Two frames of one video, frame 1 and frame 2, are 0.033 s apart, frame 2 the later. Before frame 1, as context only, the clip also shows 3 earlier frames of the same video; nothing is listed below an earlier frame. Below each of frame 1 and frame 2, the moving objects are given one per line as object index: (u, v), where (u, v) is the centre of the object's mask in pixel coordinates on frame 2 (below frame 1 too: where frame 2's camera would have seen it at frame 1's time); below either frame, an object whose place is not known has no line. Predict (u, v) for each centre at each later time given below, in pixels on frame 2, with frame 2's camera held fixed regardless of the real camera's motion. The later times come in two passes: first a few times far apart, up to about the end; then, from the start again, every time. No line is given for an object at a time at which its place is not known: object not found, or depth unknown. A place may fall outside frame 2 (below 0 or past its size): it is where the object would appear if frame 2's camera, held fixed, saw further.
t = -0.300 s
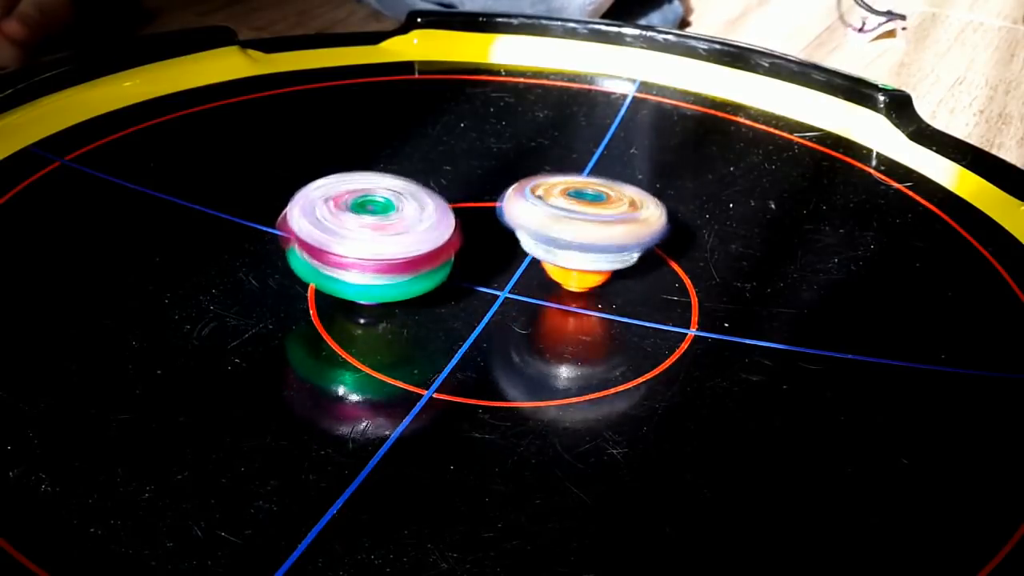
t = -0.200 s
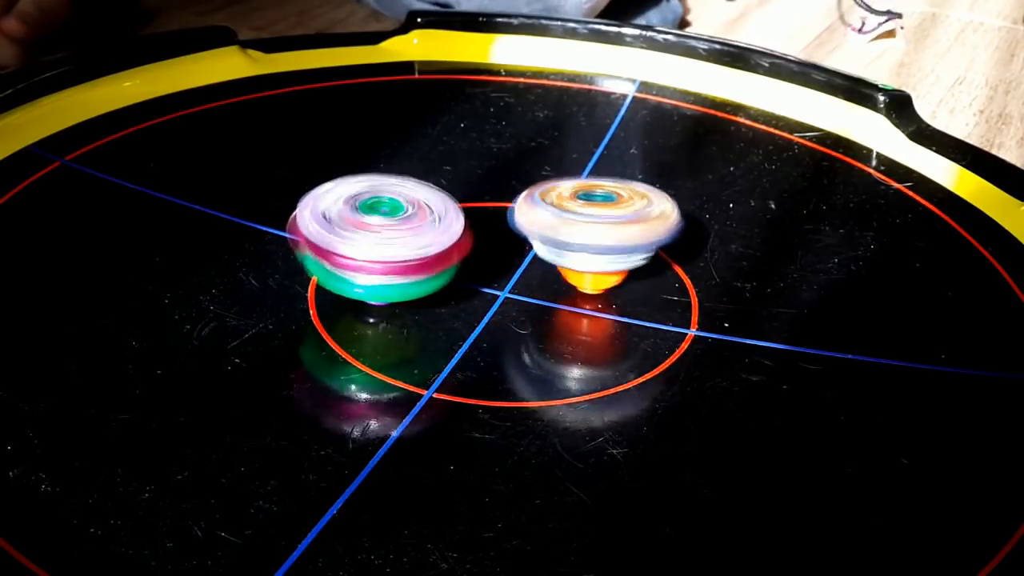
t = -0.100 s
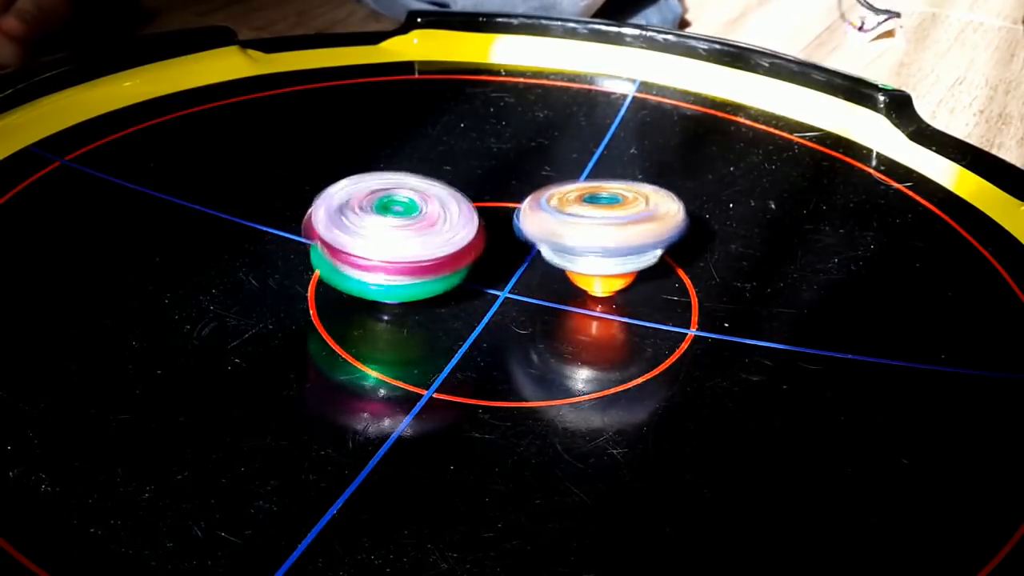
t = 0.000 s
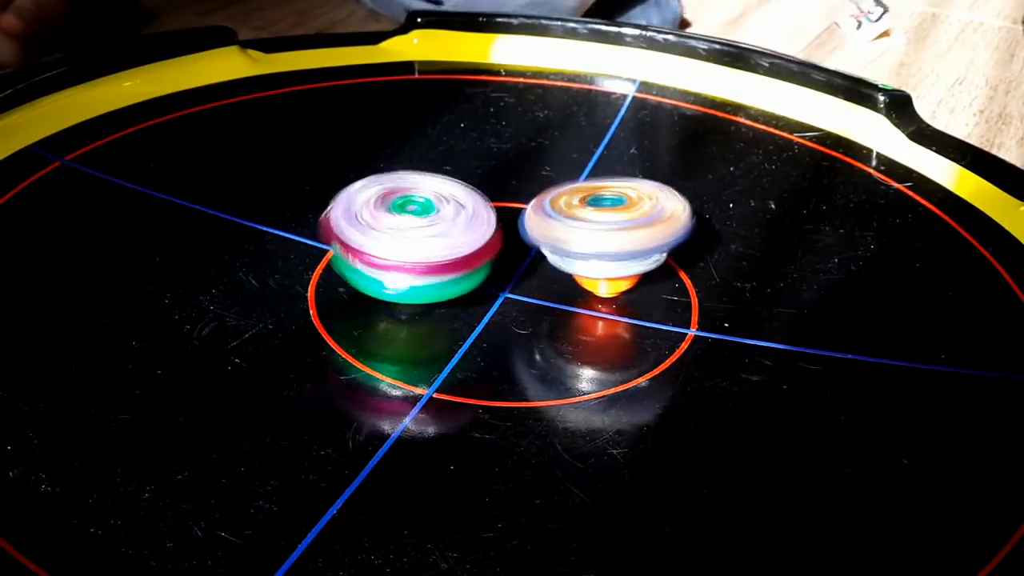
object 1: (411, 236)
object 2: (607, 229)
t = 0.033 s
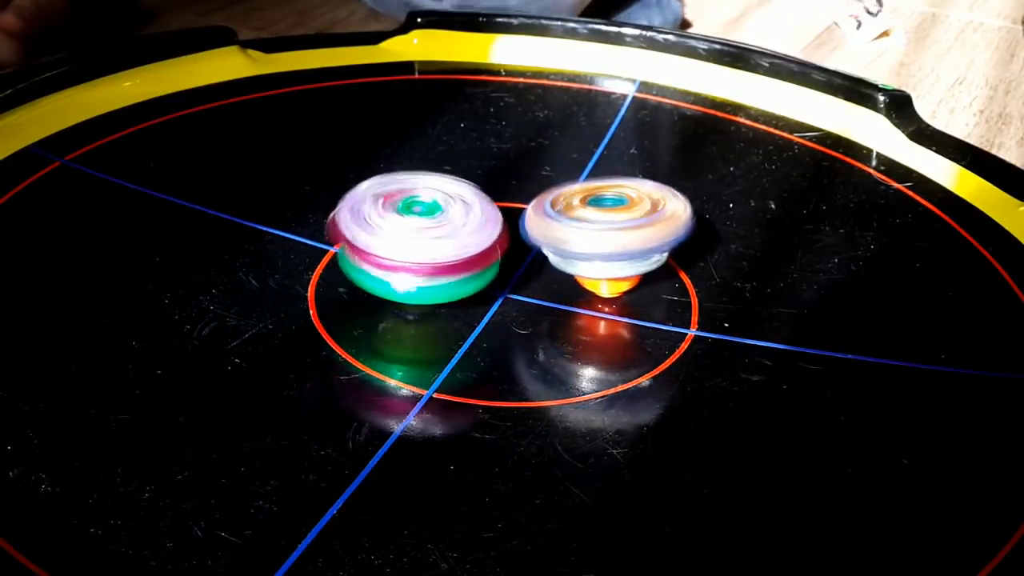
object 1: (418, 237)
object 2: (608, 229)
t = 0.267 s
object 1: (439, 247)
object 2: (630, 220)
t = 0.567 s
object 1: (461, 255)
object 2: (615, 211)
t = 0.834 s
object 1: (430, 280)
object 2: (601, 196)
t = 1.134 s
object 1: (412, 275)
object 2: (561, 210)
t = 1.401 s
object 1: (421, 272)
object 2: (558, 211)
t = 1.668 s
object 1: (414, 281)
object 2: (604, 205)
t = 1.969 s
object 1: (451, 275)
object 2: (601, 202)
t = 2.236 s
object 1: (505, 276)
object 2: (584, 189)
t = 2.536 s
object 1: (534, 301)
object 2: (544, 191)
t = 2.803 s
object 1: (539, 331)
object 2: (535, 192)
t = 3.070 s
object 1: (515, 350)
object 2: (534, 185)
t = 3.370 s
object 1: (489, 323)
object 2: (534, 189)
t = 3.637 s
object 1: (517, 295)
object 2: (524, 183)
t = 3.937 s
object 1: (579, 309)
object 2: (510, 164)
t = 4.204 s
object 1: (596, 310)
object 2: (504, 169)
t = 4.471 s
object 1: (597, 305)
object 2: (508, 185)
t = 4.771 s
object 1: (608, 284)
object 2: (530, 193)
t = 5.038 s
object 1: (639, 278)
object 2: (542, 183)
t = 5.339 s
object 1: (645, 275)
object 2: (537, 178)
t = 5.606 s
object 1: (634, 261)
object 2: (524, 183)
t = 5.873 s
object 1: (708, 312)
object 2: (471, 160)
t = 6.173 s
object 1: (663, 338)
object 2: (482, 171)
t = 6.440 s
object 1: (583, 311)
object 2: (502, 174)
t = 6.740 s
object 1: (561, 248)
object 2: (513, 156)
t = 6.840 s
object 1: (576, 247)
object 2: (512, 154)
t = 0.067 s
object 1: (426, 238)
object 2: (608, 229)
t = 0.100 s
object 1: (432, 238)
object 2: (610, 228)
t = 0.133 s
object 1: (436, 239)
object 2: (615, 227)
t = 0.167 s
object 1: (434, 242)
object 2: (623, 225)
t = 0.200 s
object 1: (434, 244)
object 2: (628, 223)
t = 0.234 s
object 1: (436, 246)
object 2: (630, 221)
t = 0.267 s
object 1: (439, 247)
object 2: (630, 220)
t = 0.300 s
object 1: (442, 248)
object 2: (630, 219)
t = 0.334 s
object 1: (444, 249)
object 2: (629, 218)
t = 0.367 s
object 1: (446, 250)
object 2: (628, 216)
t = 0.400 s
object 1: (447, 251)
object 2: (627, 215)
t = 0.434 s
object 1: (448, 252)
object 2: (625, 214)
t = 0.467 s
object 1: (452, 252)
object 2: (622, 213)
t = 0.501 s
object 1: (455, 253)
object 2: (620, 213)
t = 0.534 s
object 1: (458, 254)
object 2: (617, 212)
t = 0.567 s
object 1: (461, 255)
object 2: (615, 211)
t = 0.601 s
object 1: (460, 256)
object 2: (613, 210)
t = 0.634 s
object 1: (448, 263)
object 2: (619, 204)
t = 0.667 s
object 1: (443, 268)
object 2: (621, 200)
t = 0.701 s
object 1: (441, 272)
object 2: (619, 197)
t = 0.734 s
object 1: (438, 275)
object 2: (615, 196)
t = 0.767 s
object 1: (436, 277)
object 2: (611, 195)
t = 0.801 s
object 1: (433, 278)
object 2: (606, 196)
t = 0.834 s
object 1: (430, 280)
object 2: (601, 196)
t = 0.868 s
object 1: (425, 280)
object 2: (597, 197)
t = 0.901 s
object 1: (422, 280)
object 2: (592, 198)
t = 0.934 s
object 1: (420, 281)
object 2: (587, 199)
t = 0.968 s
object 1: (418, 281)
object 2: (582, 200)
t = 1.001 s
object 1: (416, 280)
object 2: (577, 202)
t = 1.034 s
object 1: (414, 279)
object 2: (572, 204)
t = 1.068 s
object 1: (414, 278)
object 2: (569, 206)
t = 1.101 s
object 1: (413, 277)
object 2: (565, 208)
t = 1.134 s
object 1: (412, 275)
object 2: (561, 210)
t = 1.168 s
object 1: (411, 273)
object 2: (557, 212)
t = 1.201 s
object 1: (413, 272)
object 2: (554, 214)
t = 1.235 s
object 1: (411, 272)
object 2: (555, 214)
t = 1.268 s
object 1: (407, 275)
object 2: (558, 211)
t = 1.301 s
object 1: (408, 276)
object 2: (560, 209)
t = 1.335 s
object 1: (414, 275)
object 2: (559, 209)
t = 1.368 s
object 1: (418, 274)
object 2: (558, 210)
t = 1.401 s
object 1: (421, 272)
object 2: (558, 211)
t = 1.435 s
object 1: (425, 271)
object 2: (559, 212)
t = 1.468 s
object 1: (423, 273)
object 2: (565, 211)
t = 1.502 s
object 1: (413, 277)
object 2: (579, 211)
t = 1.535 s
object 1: (409, 280)
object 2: (589, 208)
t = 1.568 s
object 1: (411, 281)
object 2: (595, 207)
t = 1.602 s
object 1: (412, 281)
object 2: (599, 206)
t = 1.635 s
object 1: (412, 281)
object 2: (602, 205)
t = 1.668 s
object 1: (414, 281)
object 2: (604, 205)
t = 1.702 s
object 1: (417, 280)
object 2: (606, 204)
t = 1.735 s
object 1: (419, 280)
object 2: (607, 204)
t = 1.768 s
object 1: (422, 279)
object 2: (607, 204)
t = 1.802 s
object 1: (427, 279)
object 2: (607, 204)
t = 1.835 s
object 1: (430, 277)
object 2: (607, 204)
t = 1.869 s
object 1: (434, 277)
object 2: (606, 203)
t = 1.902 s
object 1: (440, 276)
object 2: (605, 203)
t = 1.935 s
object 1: (445, 275)
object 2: (603, 202)
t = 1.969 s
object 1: (451, 275)
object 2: (601, 202)
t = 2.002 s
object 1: (458, 274)
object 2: (599, 201)
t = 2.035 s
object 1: (463, 273)
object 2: (598, 201)
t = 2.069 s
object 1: (471, 273)
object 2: (596, 200)
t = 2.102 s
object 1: (479, 271)
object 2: (594, 198)
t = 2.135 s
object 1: (485, 271)
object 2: (592, 196)
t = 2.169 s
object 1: (492, 274)
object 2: (590, 194)
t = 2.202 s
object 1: (500, 275)
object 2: (588, 191)
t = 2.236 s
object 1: (505, 276)
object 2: (584, 189)
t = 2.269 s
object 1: (510, 277)
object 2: (579, 187)
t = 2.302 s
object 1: (512, 281)
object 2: (575, 186)
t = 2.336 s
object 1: (516, 285)
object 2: (571, 185)
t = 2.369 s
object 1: (522, 289)
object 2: (566, 185)
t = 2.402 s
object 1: (525, 291)
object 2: (561, 185)
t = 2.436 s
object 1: (527, 294)
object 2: (556, 186)
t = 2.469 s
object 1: (530, 296)
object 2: (552, 187)
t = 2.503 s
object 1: (533, 299)
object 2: (548, 189)
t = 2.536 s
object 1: (534, 301)
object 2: (544, 191)
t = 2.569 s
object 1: (537, 302)
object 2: (540, 192)
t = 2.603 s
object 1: (539, 303)
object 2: (539, 194)
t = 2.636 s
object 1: (537, 304)
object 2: (540, 197)
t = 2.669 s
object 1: (539, 304)
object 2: (538, 198)
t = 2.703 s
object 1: (538, 305)
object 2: (538, 200)
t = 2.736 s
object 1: (538, 308)
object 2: (536, 202)
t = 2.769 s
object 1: (540, 322)
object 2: (536, 198)
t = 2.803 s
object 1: (539, 331)
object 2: (535, 192)
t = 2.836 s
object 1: (541, 336)
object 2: (531, 187)
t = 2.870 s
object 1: (538, 340)
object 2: (528, 184)
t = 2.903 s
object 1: (536, 343)
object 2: (528, 184)
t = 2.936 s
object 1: (535, 346)
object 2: (530, 184)
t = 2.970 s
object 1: (530, 347)
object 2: (531, 184)
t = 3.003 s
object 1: (526, 349)
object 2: (532, 184)
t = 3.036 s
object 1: (520, 349)
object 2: (533, 184)
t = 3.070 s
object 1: (515, 350)
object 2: (534, 185)
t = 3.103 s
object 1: (511, 349)
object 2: (536, 185)
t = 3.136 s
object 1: (504, 346)
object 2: (536, 185)
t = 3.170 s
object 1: (500, 344)
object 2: (536, 185)
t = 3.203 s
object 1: (496, 342)
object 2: (536, 185)
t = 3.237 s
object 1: (494, 339)
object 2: (535, 186)
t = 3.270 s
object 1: (491, 335)
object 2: (536, 187)
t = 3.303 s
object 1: (489, 331)
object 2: (533, 188)
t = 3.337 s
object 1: (489, 327)
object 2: (533, 189)
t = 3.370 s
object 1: (489, 323)
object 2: (534, 189)
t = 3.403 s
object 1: (490, 318)
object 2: (532, 190)
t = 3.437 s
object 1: (490, 313)
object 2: (532, 191)
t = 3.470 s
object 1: (492, 308)
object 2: (531, 190)
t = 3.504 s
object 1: (494, 303)
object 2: (530, 190)
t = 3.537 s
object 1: (500, 298)
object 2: (530, 190)
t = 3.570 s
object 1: (503, 292)
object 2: (530, 188)
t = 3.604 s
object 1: (510, 286)
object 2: (531, 186)
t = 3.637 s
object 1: (517, 295)
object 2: (524, 183)
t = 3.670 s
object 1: (526, 301)
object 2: (517, 178)
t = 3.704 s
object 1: (533, 304)
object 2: (513, 171)
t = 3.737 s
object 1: (540, 305)
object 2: (511, 168)
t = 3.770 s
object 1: (548, 306)
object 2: (509, 167)
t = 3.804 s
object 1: (557, 307)
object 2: (509, 167)
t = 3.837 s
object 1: (563, 307)
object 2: (511, 166)
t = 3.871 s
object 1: (567, 308)
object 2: (510, 165)
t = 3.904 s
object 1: (573, 308)
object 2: (510, 164)
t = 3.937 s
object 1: (579, 309)
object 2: (510, 164)
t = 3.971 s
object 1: (583, 309)
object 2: (509, 164)
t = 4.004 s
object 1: (585, 309)
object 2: (508, 164)
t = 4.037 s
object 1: (588, 310)
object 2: (507, 164)
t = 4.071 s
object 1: (590, 310)
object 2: (507, 165)
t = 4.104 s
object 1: (593, 310)
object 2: (506, 165)
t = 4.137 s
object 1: (592, 309)
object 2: (505, 166)
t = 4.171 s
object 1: (594, 309)
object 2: (505, 168)
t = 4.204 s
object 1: (596, 310)
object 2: (504, 169)
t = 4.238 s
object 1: (595, 310)
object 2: (503, 171)
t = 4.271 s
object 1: (593, 309)
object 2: (504, 172)
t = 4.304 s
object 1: (596, 309)
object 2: (503, 174)
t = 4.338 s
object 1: (598, 310)
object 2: (503, 176)
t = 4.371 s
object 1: (596, 308)
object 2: (504, 179)
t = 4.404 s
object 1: (594, 306)
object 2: (505, 181)
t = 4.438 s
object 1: (596, 306)
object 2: (506, 183)
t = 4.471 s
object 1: (597, 305)
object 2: (508, 185)
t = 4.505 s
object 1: (596, 304)
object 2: (509, 187)
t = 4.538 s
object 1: (597, 302)
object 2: (511, 190)
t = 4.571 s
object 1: (597, 301)
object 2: (514, 191)
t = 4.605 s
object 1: (601, 299)
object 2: (516, 193)
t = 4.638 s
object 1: (601, 296)
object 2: (519, 194)
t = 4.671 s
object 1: (604, 293)
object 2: (522, 194)
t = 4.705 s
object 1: (605, 291)
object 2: (524, 194)
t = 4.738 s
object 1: (609, 288)
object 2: (527, 194)
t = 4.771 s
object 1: (608, 284)
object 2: (530, 193)
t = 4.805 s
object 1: (611, 281)
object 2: (534, 193)
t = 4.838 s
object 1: (611, 278)
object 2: (536, 192)
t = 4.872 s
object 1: (619, 280)
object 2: (538, 190)
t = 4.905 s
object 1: (624, 281)
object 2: (538, 189)
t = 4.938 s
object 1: (630, 280)
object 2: (541, 187)
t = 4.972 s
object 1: (634, 279)
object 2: (541, 185)
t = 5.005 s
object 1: (636, 279)
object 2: (543, 183)
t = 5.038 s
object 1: (639, 278)
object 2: (542, 183)
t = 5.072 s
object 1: (641, 278)
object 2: (542, 182)
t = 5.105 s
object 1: (643, 277)
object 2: (542, 182)
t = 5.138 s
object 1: (642, 277)
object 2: (541, 181)
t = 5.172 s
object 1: (644, 277)
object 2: (541, 180)
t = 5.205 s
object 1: (644, 276)
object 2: (541, 179)
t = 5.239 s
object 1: (644, 276)
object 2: (543, 179)
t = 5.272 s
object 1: (645, 275)
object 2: (541, 179)
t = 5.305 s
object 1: (645, 275)
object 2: (539, 179)
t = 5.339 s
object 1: (645, 275)
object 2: (537, 178)
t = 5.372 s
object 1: (643, 273)
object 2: (538, 177)
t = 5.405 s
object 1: (645, 273)
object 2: (535, 178)
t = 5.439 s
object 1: (644, 271)
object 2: (534, 178)
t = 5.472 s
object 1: (642, 269)
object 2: (532, 179)
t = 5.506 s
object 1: (641, 267)
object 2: (530, 179)
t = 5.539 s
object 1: (639, 266)
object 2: (528, 180)
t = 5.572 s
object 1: (637, 264)
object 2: (526, 181)
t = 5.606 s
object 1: (634, 261)
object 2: (524, 183)
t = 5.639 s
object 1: (634, 261)
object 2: (523, 184)
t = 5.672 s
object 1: (647, 269)
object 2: (516, 181)
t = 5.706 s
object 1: (670, 282)
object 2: (498, 171)
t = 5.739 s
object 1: (685, 290)
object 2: (483, 164)
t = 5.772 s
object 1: (695, 298)
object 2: (474, 159)
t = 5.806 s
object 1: (703, 302)
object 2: (469, 160)
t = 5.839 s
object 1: (707, 306)
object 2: (468, 159)
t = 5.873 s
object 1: (708, 312)
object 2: (471, 160)
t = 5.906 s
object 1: (710, 316)
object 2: (471, 163)
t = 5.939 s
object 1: (709, 321)
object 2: (471, 164)
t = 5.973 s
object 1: (705, 325)
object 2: (473, 165)
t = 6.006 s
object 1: (702, 329)
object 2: (473, 166)
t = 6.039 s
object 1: (696, 332)
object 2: (475, 168)
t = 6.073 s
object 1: (688, 335)
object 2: (477, 168)
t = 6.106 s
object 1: (682, 336)
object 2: (478, 170)
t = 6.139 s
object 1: (673, 337)
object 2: (480, 170)
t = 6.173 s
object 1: (663, 338)
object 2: (482, 171)
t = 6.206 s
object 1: (653, 337)
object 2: (485, 172)
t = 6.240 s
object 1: (642, 336)
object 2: (488, 173)
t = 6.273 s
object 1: (631, 334)
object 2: (490, 173)
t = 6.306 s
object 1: (619, 330)
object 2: (492, 174)
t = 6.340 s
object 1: (610, 326)
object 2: (495, 174)
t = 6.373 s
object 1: (600, 322)
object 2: (498, 174)
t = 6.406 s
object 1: (591, 316)
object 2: (500, 174)
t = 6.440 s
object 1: (583, 311)
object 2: (502, 174)
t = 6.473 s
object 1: (577, 305)
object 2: (505, 173)
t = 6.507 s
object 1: (569, 297)
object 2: (508, 172)
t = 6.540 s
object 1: (565, 289)
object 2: (510, 171)
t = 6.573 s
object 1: (562, 282)
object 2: (512, 168)
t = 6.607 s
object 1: (559, 275)
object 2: (512, 167)
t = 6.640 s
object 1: (557, 267)
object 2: (513, 164)
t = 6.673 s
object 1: (559, 260)
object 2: (515, 161)
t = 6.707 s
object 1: (559, 254)
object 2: (515, 159)
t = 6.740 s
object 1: (561, 248)
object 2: (513, 156)
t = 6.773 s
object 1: (568, 249)
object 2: (512, 154)
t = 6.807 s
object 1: (570, 249)
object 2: (512, 154)
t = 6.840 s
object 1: (576, 247)
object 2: (512, 154)
